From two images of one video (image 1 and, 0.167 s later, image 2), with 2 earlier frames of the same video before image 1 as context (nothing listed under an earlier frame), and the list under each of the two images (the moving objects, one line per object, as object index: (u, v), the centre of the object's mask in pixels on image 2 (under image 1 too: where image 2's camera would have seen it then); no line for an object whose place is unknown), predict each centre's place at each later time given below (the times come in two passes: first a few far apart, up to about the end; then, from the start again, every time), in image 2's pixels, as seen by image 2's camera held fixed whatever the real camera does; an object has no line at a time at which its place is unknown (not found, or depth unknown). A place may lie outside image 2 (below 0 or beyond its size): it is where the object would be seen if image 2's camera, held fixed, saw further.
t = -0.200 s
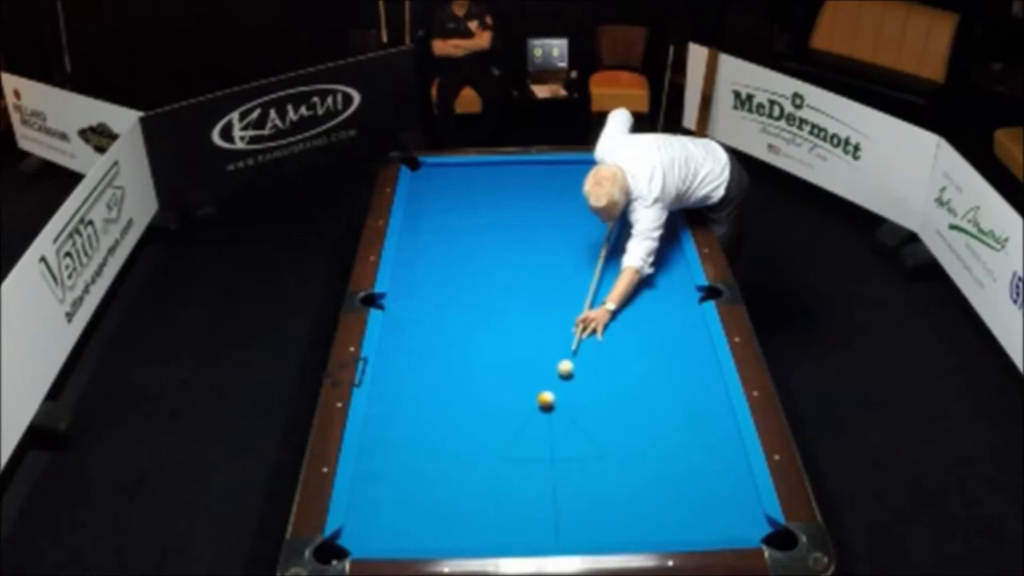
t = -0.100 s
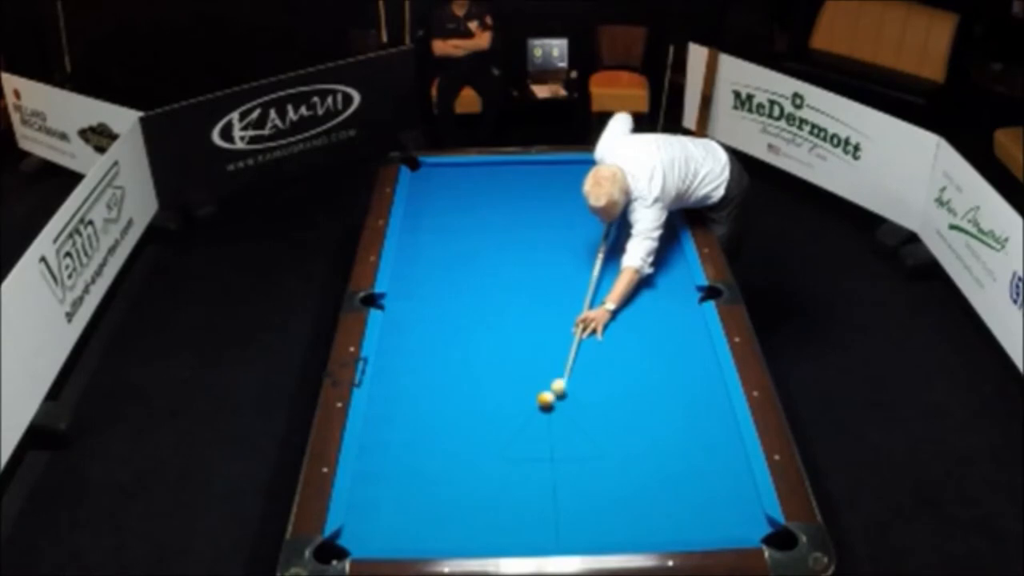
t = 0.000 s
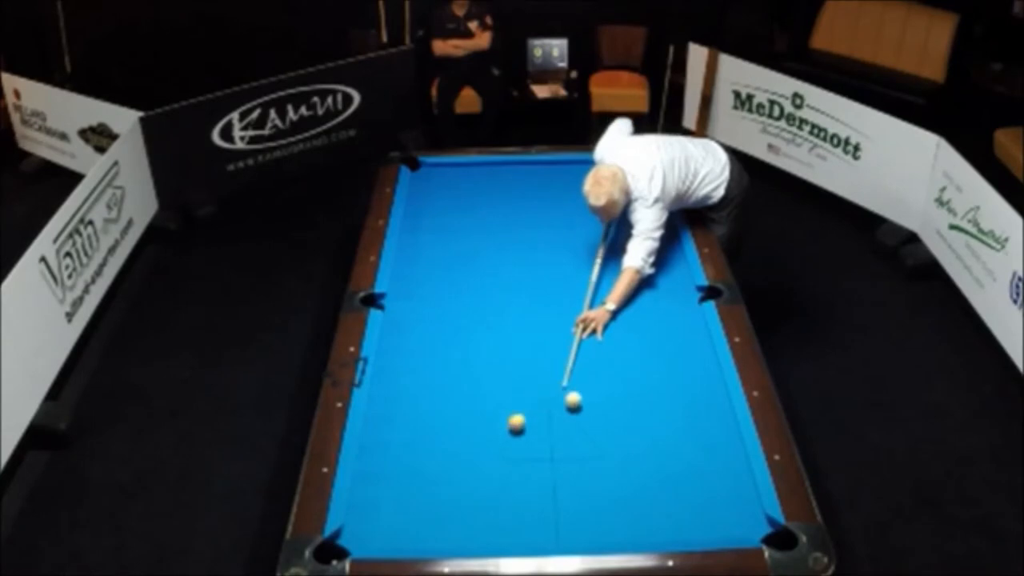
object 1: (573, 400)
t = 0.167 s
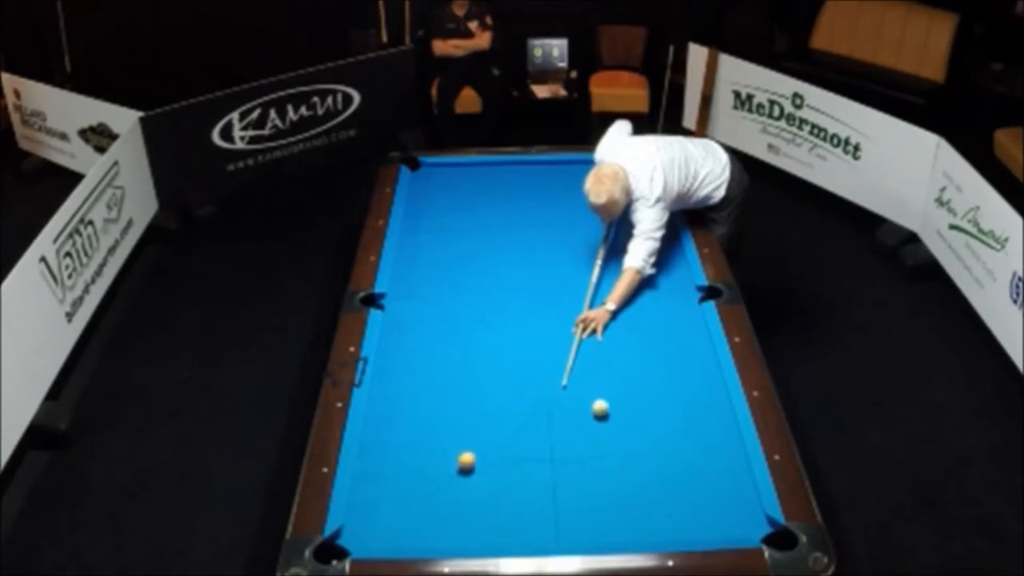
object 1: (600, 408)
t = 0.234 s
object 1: (610, 409)
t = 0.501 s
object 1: (648, 413)
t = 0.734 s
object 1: (681, 417)
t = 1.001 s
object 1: (716, 420)
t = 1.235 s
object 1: (720, 420)
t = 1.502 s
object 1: (704, 418)
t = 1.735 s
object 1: (693, 417)
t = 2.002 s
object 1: (681, 416)
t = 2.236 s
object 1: (671, 415)
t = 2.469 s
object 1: (663, 415)
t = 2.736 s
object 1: (655, 414)
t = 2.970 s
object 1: (649, 413)
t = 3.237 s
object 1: (643, 413)
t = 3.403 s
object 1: (641, 413)
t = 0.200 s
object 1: (605, 408)
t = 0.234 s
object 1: (610, 409)
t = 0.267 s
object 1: (615, 409)
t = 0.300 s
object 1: (619, 410)
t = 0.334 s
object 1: (624, 411)
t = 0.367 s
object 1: (629, 411)
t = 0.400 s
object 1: (634, 412)
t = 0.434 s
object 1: (639, 412)
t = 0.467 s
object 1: (643, 413)
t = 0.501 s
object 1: (648, 413)
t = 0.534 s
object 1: (653, 414)
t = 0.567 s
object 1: (658, 414)
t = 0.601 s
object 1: (663, 414)
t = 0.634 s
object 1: (667, 415)
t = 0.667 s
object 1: (672, 416)
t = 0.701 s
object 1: (676, 416)
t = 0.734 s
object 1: (681, 417)
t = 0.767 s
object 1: (686, 417)
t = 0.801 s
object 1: (690, 417)
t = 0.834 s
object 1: (694, 418)
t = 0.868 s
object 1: (699, 418)
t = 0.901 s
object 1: (703, 419)
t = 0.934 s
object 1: (708, 419)
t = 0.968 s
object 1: (712, 419)
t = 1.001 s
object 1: (716, 420)
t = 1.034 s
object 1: (721, 420)
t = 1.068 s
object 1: (725, 421)
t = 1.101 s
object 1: (728, 421)
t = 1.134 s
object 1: (725, 421)
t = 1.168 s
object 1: (723, 421)
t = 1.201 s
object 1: (721, 420)
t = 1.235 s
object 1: (720, 420)
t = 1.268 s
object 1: (717, 420)
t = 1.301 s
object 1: (716, 420)
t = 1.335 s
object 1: (714, 420)
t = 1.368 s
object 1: (712, 419)
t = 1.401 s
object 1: (710, 419)
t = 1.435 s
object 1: (708, 419)
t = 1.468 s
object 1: (706, 419)
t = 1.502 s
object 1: (704, 418)
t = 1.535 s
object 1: (703, 418)
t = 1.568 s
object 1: (701, 418)
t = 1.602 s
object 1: (699, 418)
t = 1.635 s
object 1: (698, 418)
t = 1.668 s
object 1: (696, 418)
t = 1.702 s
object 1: (695, 417)
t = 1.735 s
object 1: (693, 417)
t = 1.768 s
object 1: (691, 417)
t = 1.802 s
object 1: (690, 417)
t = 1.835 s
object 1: (688, 417)
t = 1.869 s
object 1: (687, 417)
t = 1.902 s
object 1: (685, 416)
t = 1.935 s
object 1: (683, 416)
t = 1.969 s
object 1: (682, 416)
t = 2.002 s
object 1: (681, 416)
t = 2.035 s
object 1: (679, 416)
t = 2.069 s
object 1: (678, 416)
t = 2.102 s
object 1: (676, 416)
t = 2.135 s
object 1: (675, 416)
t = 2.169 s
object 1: (674, 416)
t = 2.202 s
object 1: (673, 415)
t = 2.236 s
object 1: (671, 415)
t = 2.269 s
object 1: (670, 415)
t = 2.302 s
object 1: (669, 415)
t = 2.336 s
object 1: (668, 415)
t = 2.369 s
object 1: (666, 415)
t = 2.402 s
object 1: (665, 415)
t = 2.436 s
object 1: (664, 414)
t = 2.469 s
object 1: (663, 415)
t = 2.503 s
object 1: (662, 414)
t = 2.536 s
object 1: (661, 414)
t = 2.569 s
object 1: (660, 414)
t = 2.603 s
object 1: (659, 414)
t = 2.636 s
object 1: (658, 414)
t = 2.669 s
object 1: (657, 414)
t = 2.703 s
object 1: (656, 414)
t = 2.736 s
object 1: (655, 414)
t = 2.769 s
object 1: (654, 414)
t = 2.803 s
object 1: (653, 414)
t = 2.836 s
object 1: (652, 414)
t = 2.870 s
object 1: (651, 414)
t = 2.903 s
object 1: (650, 413)
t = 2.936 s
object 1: (649, 413)
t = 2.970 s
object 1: (649, 413)
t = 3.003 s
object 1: (648, 413)
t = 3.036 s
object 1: (647, 413)
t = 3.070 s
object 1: (647, 413)
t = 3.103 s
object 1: (646, 413)
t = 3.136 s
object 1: (645, 413)
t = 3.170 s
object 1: (645, 413)
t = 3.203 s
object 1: (644, 413)
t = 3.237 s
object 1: (643, 413)
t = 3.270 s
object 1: (643, 413)
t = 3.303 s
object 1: (642, 413)
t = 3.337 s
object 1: (642, 413)
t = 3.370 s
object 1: (641, 412)
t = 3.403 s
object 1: (641, 413)
